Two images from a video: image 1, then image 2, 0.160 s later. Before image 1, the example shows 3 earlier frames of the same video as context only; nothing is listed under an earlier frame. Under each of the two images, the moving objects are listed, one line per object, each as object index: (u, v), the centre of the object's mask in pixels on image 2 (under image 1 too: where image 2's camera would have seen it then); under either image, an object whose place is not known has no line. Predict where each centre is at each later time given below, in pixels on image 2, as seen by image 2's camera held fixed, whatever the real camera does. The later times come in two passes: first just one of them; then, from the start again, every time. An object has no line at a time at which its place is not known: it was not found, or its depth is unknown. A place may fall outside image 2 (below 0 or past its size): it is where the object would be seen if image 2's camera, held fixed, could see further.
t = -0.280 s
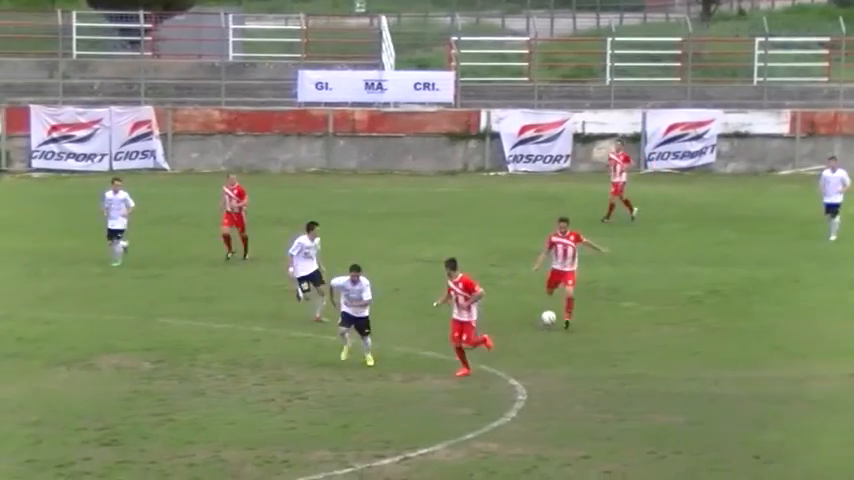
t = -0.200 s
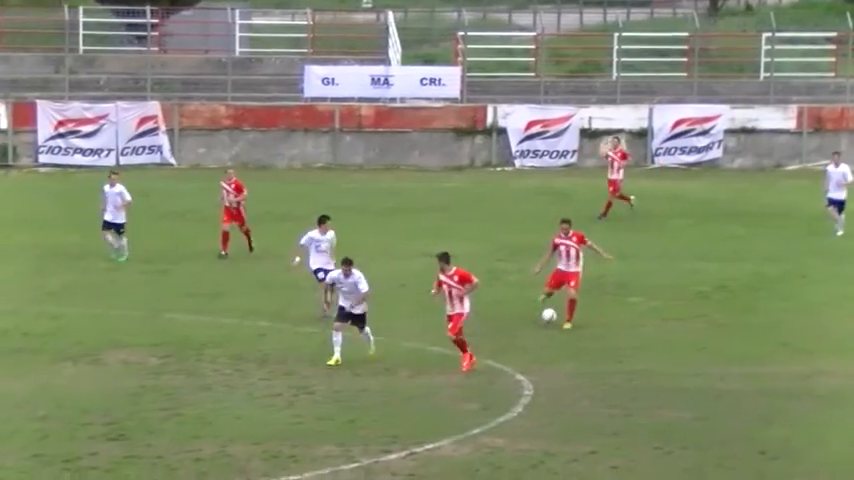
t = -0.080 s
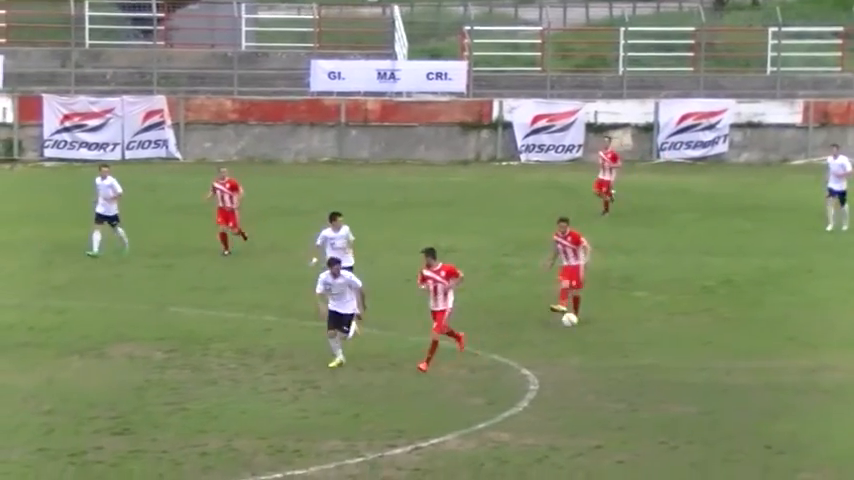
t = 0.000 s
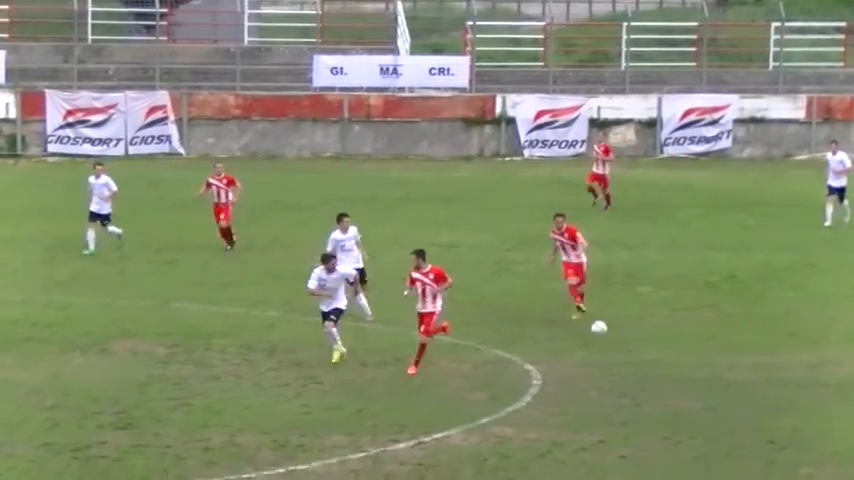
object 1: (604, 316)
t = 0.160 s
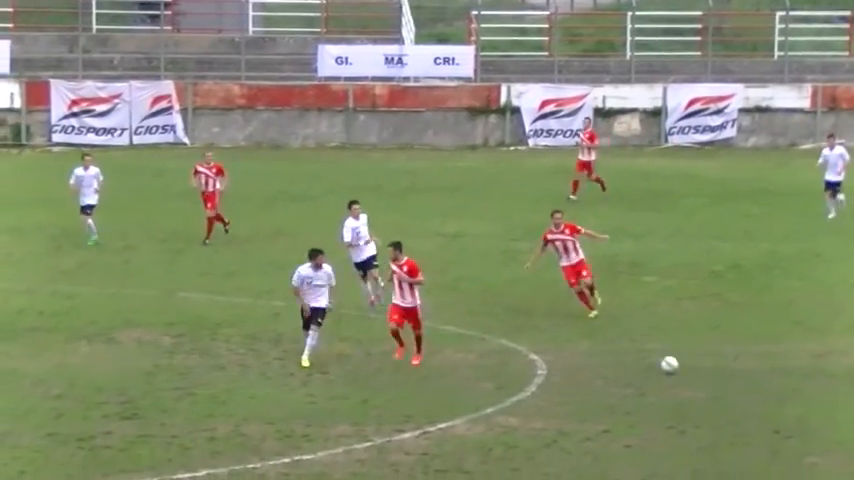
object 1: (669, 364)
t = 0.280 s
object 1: (724, 381)
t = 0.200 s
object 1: (687, 370)
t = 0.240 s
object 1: (705, 375)
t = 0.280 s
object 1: (724, 381)
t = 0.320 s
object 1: (743, 389)
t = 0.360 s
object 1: (764, 399)
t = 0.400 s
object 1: (784, 411)
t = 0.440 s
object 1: (806, 426)
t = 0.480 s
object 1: (830, 444)
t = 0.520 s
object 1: (848, 445)
